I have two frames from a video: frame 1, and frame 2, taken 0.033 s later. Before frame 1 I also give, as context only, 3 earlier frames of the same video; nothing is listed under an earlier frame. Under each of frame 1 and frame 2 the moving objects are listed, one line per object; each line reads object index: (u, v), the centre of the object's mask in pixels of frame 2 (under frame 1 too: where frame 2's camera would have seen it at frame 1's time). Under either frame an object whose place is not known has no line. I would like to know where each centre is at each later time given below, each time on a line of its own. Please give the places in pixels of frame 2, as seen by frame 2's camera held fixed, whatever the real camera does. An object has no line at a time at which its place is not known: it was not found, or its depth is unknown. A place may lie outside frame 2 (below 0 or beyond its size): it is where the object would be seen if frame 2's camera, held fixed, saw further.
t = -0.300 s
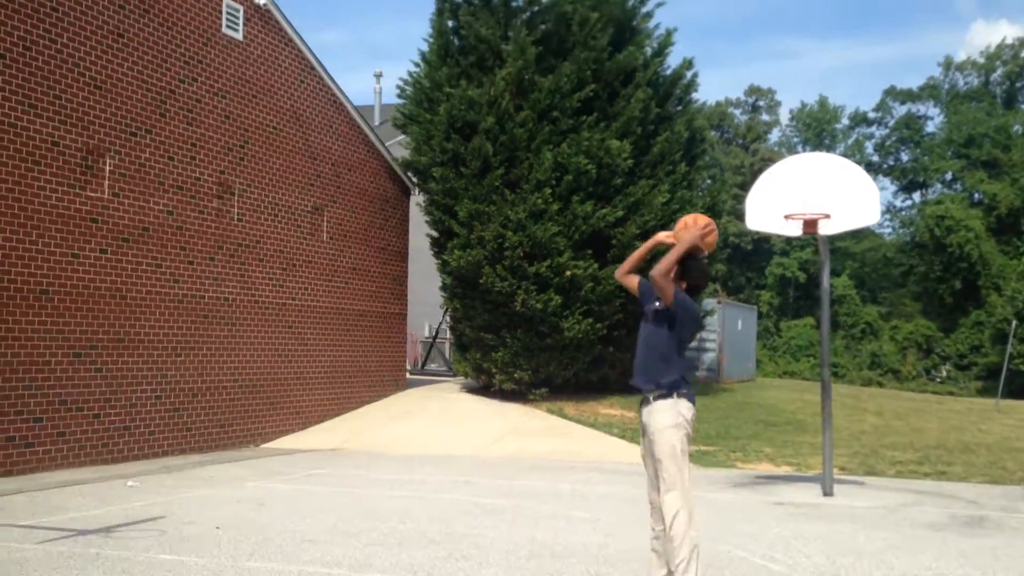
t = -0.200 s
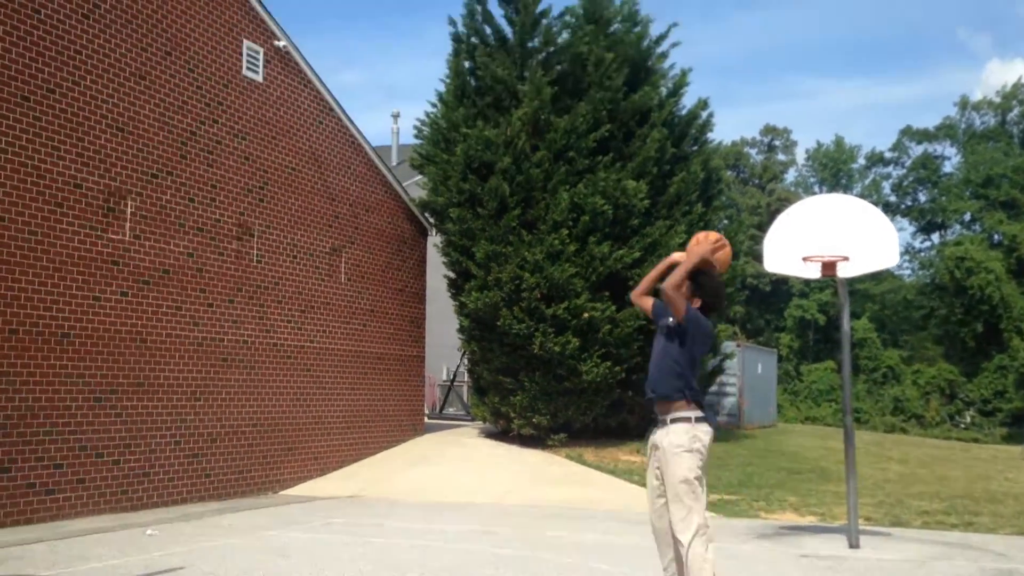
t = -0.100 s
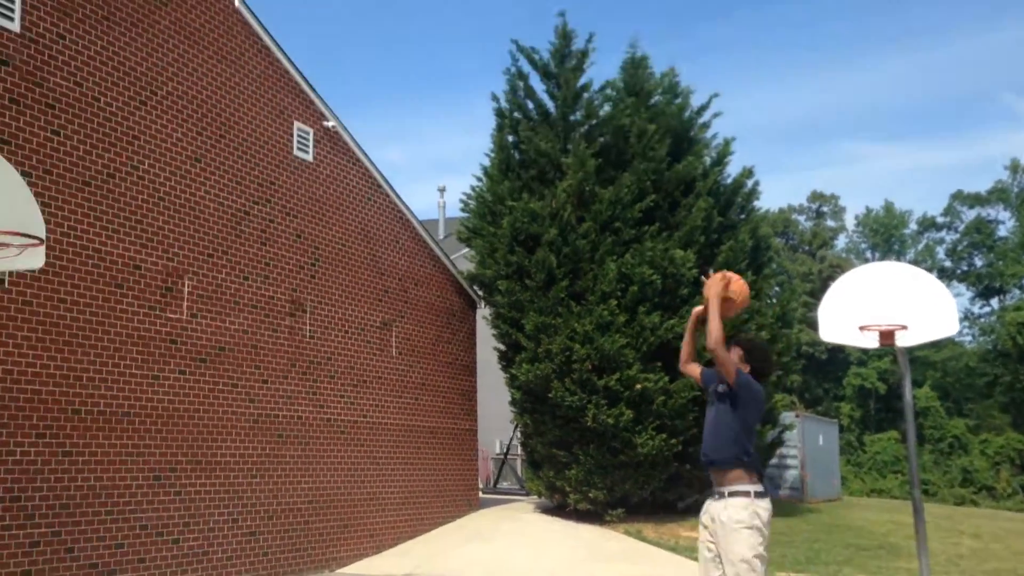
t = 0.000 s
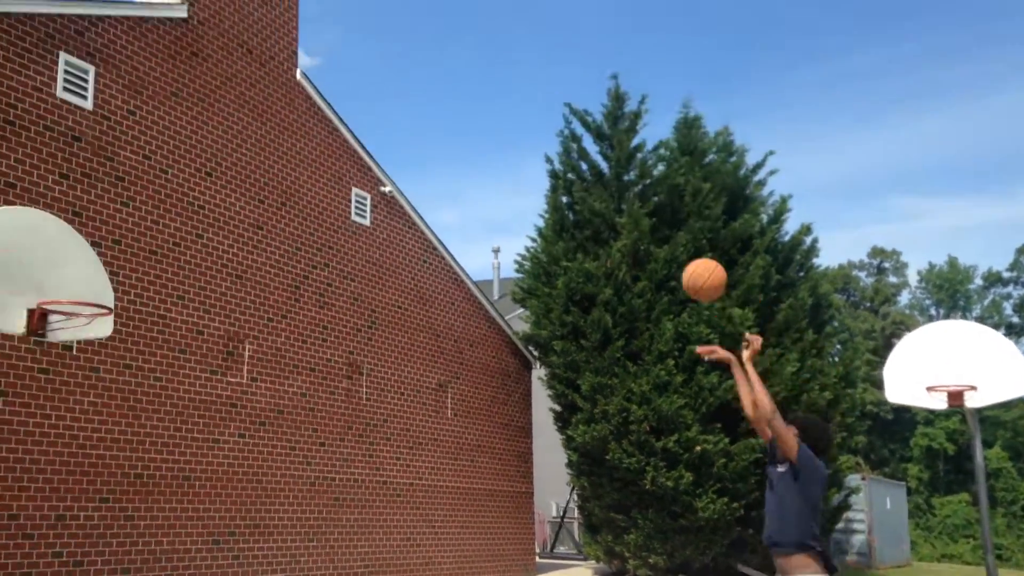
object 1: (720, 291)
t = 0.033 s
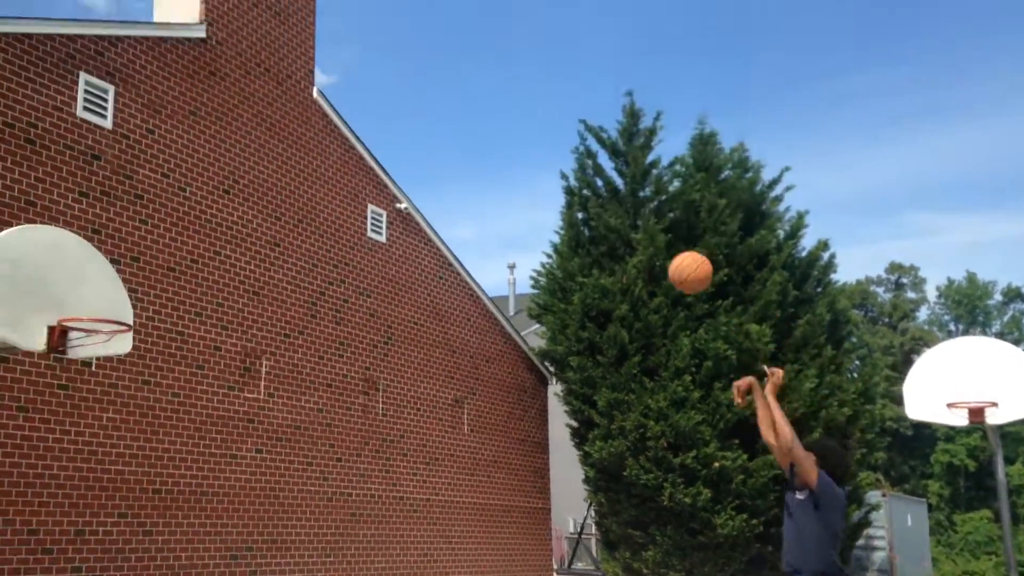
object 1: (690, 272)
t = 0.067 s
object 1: (662, 254)
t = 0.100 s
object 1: (634, 237)
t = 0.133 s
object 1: (608, 222)
